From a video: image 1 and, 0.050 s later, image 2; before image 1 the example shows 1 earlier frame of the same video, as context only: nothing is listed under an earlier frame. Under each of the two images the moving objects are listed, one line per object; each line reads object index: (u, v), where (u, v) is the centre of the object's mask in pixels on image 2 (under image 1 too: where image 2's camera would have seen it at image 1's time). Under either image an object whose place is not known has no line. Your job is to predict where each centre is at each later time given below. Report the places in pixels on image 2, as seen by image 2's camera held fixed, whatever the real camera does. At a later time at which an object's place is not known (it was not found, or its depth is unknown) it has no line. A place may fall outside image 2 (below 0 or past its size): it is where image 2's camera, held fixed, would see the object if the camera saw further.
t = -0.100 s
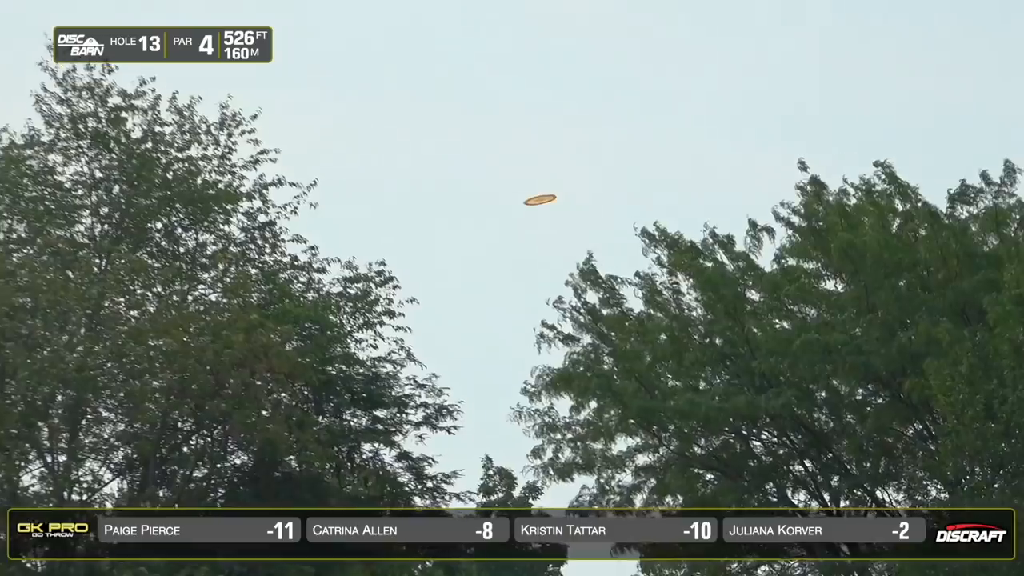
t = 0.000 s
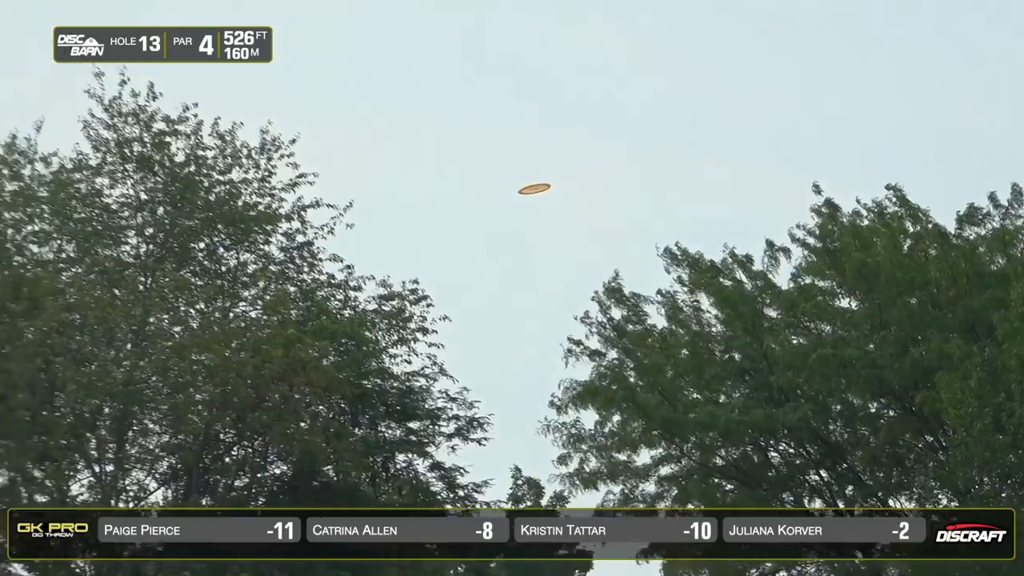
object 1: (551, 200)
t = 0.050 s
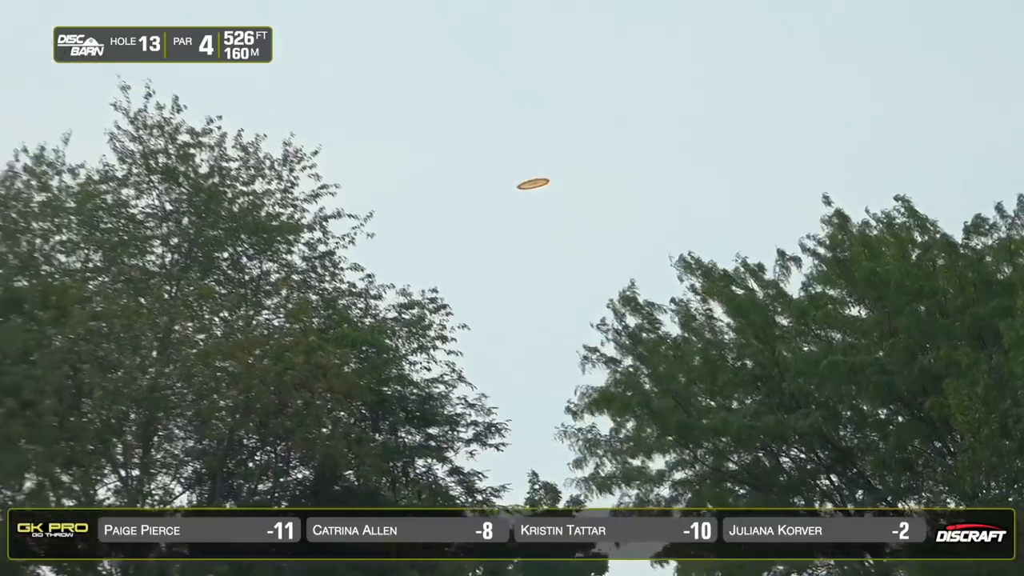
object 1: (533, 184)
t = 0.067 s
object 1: (527, 178)
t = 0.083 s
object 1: (520, 172)
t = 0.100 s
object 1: (513, 166)
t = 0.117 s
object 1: (506, 160)
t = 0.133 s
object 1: (499, 154)
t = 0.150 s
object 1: (492, 148)
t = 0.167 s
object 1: (485, 142)
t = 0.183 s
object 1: (477, 136)
